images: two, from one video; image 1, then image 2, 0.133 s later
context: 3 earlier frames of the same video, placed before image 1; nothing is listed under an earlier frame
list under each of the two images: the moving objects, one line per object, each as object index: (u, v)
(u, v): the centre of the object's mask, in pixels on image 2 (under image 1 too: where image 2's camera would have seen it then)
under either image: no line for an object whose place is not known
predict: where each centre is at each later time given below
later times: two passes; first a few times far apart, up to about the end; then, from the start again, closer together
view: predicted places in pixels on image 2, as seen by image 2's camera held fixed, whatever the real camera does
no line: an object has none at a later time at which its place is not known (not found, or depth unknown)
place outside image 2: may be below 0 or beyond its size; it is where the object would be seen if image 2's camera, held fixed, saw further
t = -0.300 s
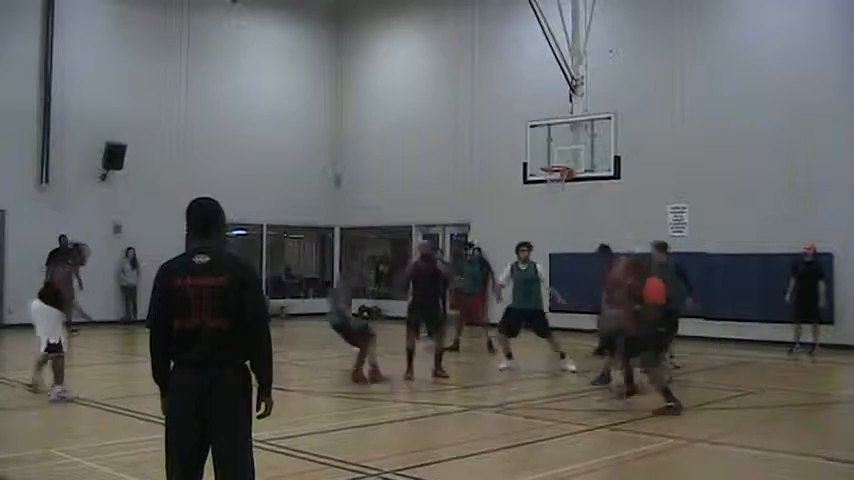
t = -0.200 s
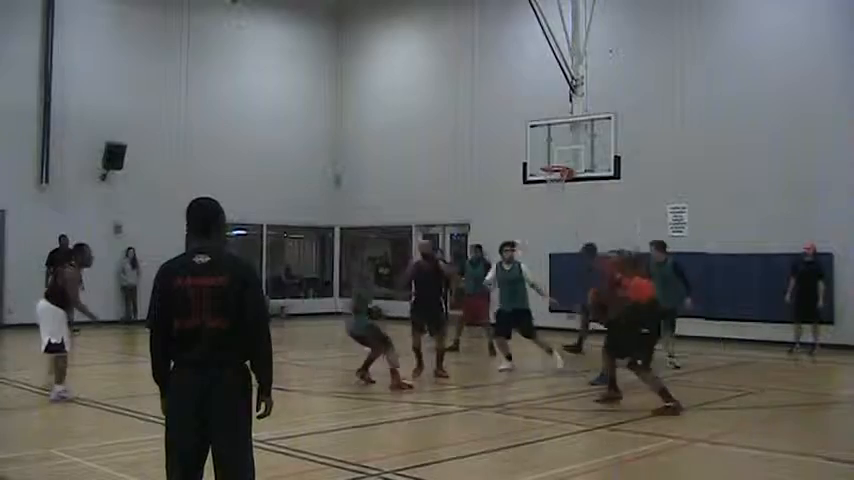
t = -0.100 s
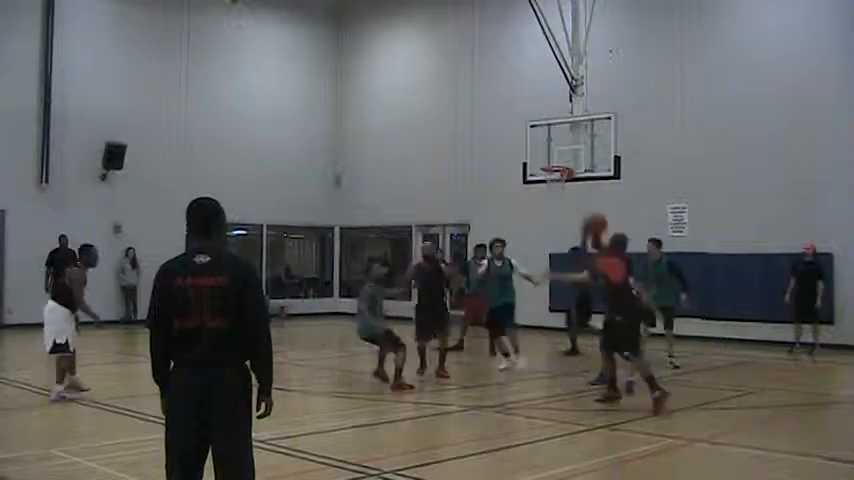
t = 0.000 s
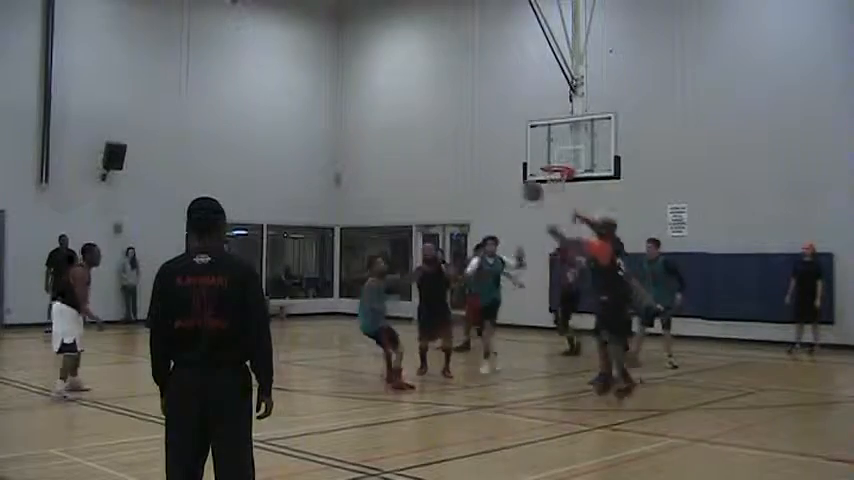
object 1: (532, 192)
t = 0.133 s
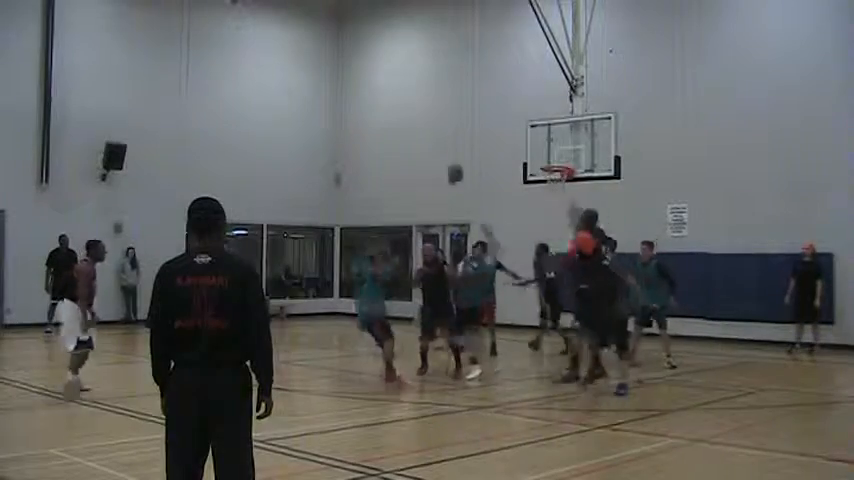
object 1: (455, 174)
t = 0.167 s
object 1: (437, 172)
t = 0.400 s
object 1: (341, 180)
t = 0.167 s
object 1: (437, 172)
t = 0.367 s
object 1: (353, 177)
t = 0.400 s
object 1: (341, 180)
